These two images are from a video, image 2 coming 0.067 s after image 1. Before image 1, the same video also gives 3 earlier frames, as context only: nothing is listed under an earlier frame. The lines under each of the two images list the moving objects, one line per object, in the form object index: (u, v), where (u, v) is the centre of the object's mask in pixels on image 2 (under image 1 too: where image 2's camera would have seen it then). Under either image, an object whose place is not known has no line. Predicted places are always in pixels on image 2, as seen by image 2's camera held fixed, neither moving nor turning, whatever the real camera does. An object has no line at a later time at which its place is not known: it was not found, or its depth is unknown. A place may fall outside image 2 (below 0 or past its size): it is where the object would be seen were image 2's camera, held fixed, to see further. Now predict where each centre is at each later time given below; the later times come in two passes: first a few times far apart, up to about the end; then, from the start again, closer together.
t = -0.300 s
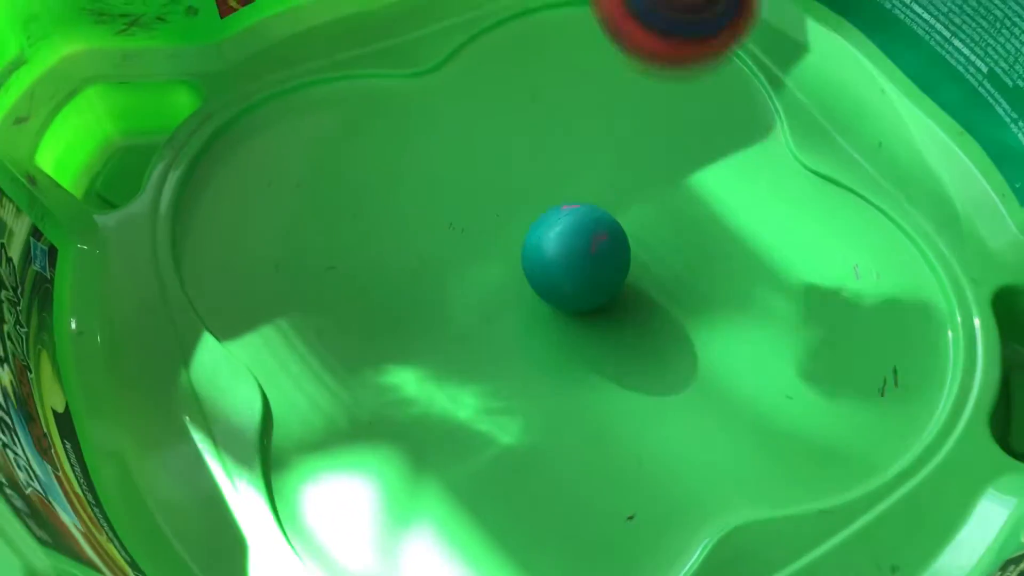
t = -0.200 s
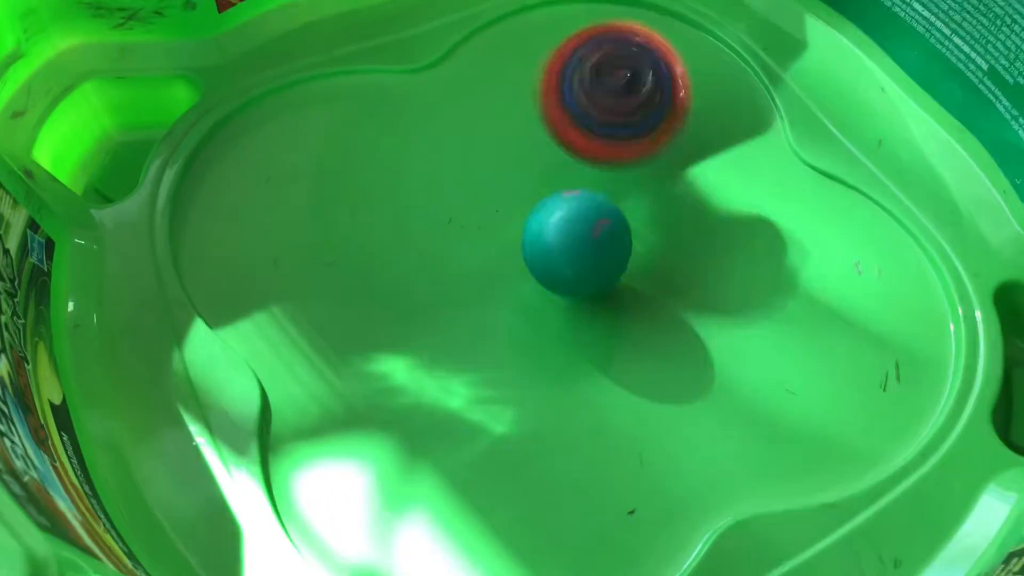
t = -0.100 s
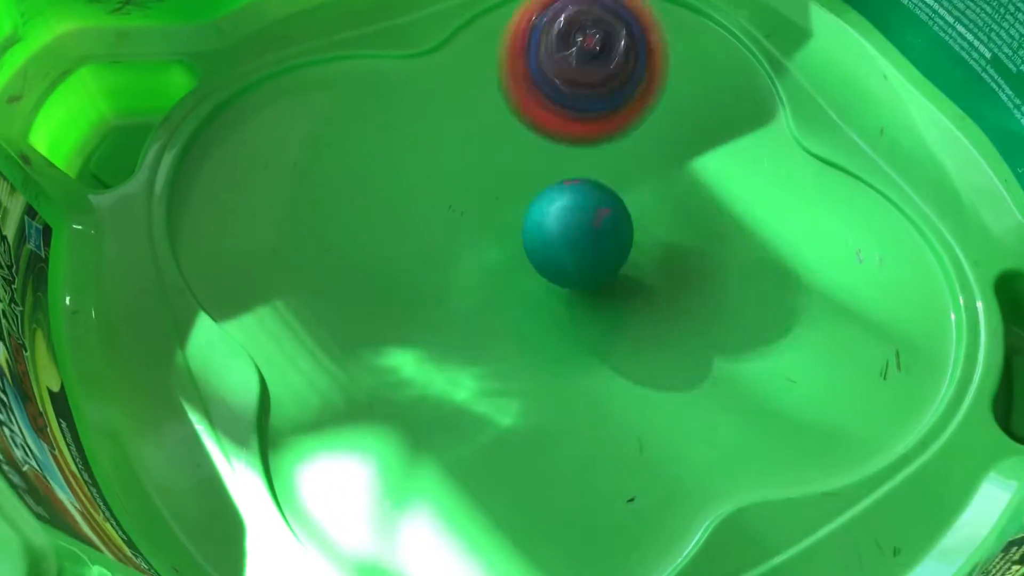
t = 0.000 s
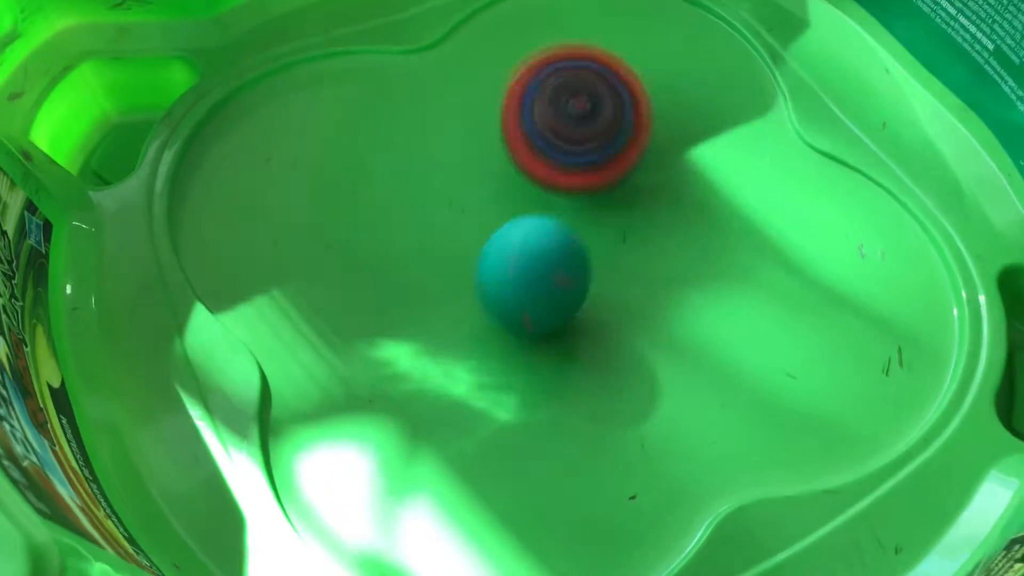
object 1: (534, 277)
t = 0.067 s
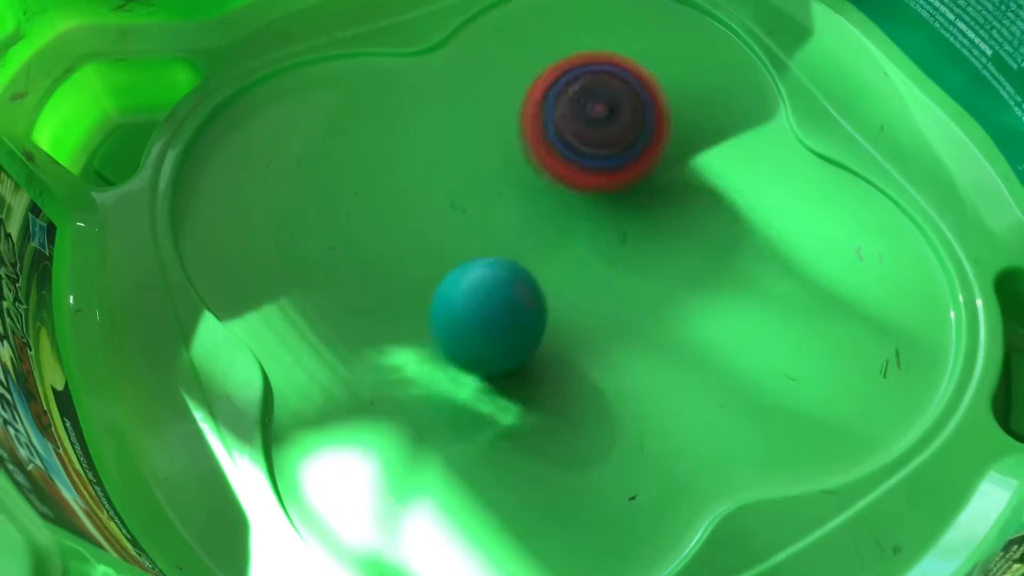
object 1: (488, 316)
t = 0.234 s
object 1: (398, 370)
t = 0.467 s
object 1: (391, 348)
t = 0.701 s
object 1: (522, 254)
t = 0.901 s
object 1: (656, 167)
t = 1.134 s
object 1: (727, 136)
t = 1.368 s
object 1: (687, 188)
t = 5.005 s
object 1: (572, 169)
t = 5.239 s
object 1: (582, 211)
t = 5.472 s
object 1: (621, 268)
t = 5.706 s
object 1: (575, 283)
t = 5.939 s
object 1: (529, 236)
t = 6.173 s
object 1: (511, 216)
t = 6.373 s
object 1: (498, 241)
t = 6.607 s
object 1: (542, 267)
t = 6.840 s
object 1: (499, 205)
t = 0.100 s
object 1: (467, 331)
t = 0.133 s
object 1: (445, 345)
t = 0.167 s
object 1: (426, 356)
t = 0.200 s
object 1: (410, 365)
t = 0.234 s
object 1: (398, 370)
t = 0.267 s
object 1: (388, 373)
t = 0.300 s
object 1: (381, 373)
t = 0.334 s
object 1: (377, 371)
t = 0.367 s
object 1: (375, 368)
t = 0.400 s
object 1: (377, 363)
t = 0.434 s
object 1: (382, 356)
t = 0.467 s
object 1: (391, 348)
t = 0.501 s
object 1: (403, 338)
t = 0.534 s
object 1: (419, 326)
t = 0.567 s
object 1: (437, 313)
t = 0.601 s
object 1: (456, 299)
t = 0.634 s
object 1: (477, 284)
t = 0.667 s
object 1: (499, 269)
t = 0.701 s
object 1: (522, 254)
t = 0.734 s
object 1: (546, 238)
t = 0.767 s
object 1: (570, 223)
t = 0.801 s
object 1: (594, 208)
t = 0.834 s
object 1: (616, 194)
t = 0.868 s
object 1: (637, 180)
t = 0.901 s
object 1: (656, 167)
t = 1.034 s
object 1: (710, 137)
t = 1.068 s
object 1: (718, 135)
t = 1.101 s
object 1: (723, 134)
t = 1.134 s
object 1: (727, 136)
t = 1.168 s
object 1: (728, 139)
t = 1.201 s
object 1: (727, 143)
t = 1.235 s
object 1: (723, 150)
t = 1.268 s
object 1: (718, 158)
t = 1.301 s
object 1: (710, 166)
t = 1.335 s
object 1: (700, 176)
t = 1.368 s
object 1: (687, 188)
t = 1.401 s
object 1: (673, 201)
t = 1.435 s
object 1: (655, 212)
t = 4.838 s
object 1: (580, 180)
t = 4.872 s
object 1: (579, 174)
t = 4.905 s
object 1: (577, 171)
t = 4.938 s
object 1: (576, 168)
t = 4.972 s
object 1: (574, 167)
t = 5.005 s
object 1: (572, 169)
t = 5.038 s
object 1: (569, 172)
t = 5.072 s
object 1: (567, 177)
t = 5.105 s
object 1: (564, 183)
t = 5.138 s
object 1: (562, 191)
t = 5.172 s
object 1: (560, 197)
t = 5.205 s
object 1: (570, 203)
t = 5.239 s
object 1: (582, 211)
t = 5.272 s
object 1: (594, 218)
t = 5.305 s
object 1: (603, 226)
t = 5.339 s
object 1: (611, 235)
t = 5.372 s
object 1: (617, 243)
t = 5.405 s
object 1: (620, 252)
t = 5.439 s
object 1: (622, 261)
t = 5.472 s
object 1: (621, 268)
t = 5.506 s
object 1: (618, 274)
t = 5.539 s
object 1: (614, 280)
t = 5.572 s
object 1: (608, 284)
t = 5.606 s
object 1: (600, 286)
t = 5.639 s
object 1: (592, 287)
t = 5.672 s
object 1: (584, 286)
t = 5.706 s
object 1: (575, 283)
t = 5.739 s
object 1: (566, 279)
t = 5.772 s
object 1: (558, 274)
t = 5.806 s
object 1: (550, 268)
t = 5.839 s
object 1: (543, 260)
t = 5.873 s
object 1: (537, 253)
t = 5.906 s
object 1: (533, 244)
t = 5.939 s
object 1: (529, 236)
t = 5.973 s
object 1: (528, 229)
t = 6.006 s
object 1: (528, 222)
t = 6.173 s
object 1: (511, 216)
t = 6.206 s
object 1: (505, 220)
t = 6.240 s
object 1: (500, 224)
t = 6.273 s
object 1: (497, 228)
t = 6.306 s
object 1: (496, 232)
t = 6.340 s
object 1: (496, 236)
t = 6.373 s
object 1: (498, 241)
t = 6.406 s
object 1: (501, 245)
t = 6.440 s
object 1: (506, 250)
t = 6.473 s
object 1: (512, 255)
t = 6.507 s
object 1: (520, 259)
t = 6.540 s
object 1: (527, 262)
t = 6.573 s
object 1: (536, 266)
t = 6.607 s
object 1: (542, 267)
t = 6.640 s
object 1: (525, 258)
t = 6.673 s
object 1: (514, 249)
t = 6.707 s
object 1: (506, 239)
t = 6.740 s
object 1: (500, 230)
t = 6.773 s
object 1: (498, 221)
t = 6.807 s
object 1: (498, 212)
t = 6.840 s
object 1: (499, 205)
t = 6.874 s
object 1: (504, 199)
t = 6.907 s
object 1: (510, 195)
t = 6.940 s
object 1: (517, 193)
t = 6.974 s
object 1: (526, 192)
